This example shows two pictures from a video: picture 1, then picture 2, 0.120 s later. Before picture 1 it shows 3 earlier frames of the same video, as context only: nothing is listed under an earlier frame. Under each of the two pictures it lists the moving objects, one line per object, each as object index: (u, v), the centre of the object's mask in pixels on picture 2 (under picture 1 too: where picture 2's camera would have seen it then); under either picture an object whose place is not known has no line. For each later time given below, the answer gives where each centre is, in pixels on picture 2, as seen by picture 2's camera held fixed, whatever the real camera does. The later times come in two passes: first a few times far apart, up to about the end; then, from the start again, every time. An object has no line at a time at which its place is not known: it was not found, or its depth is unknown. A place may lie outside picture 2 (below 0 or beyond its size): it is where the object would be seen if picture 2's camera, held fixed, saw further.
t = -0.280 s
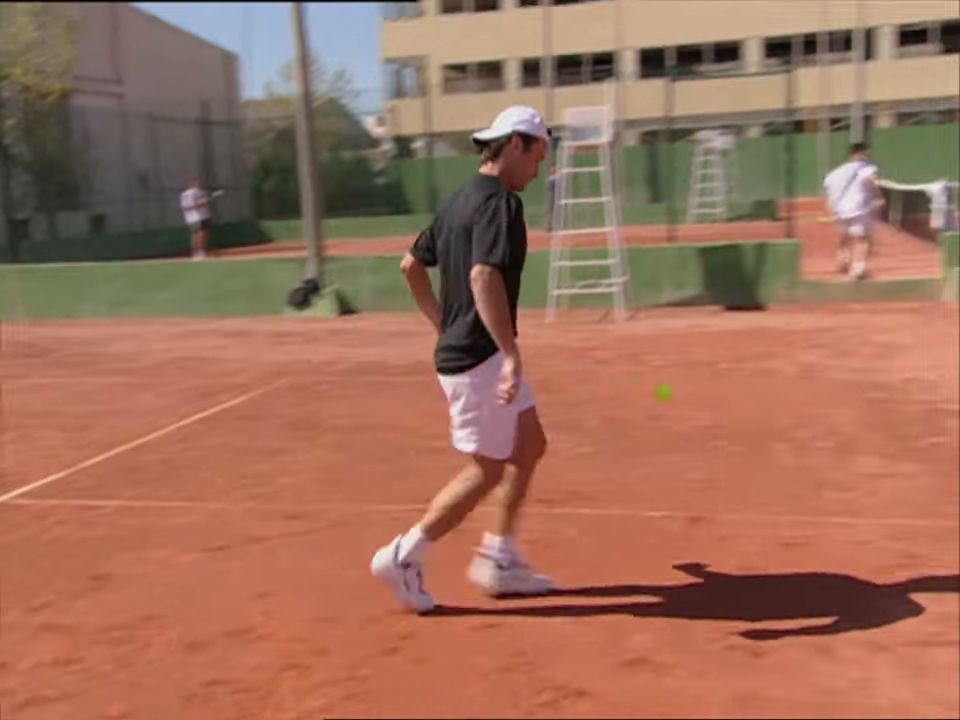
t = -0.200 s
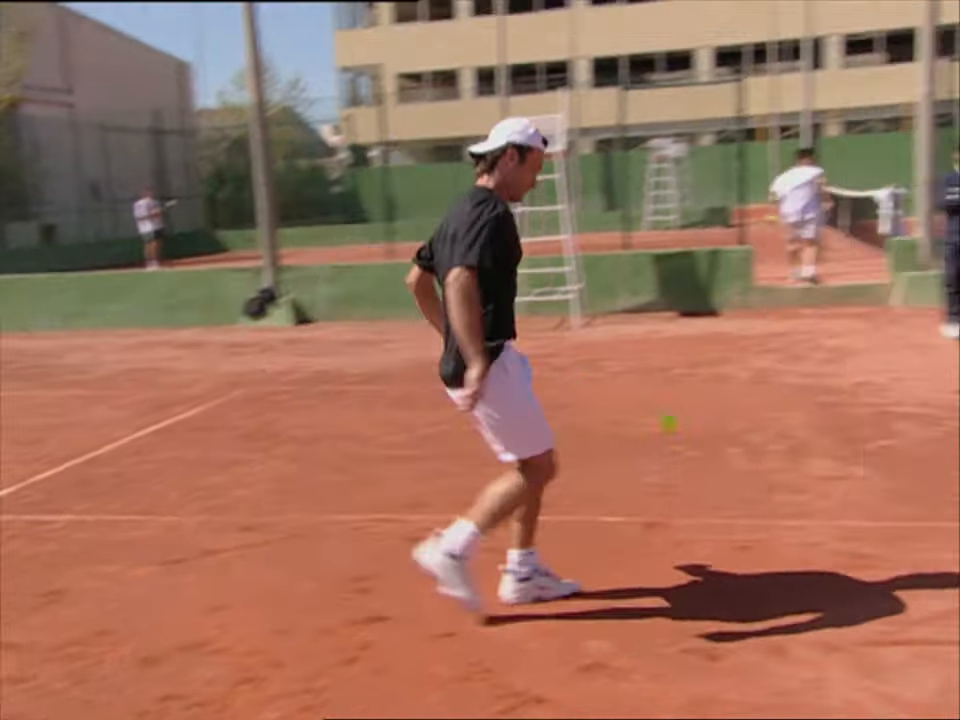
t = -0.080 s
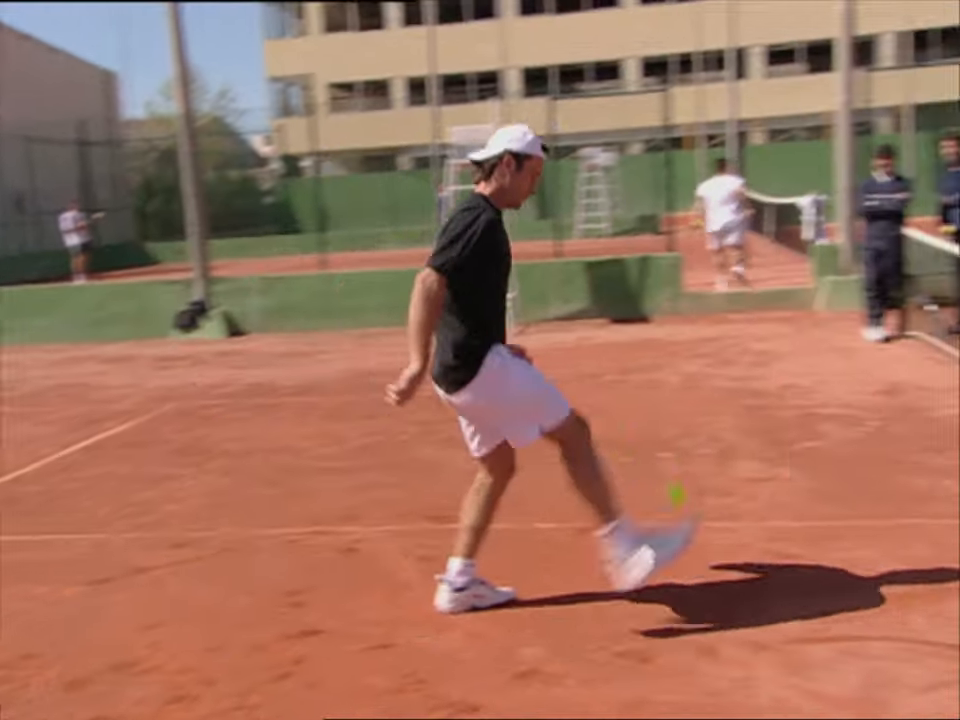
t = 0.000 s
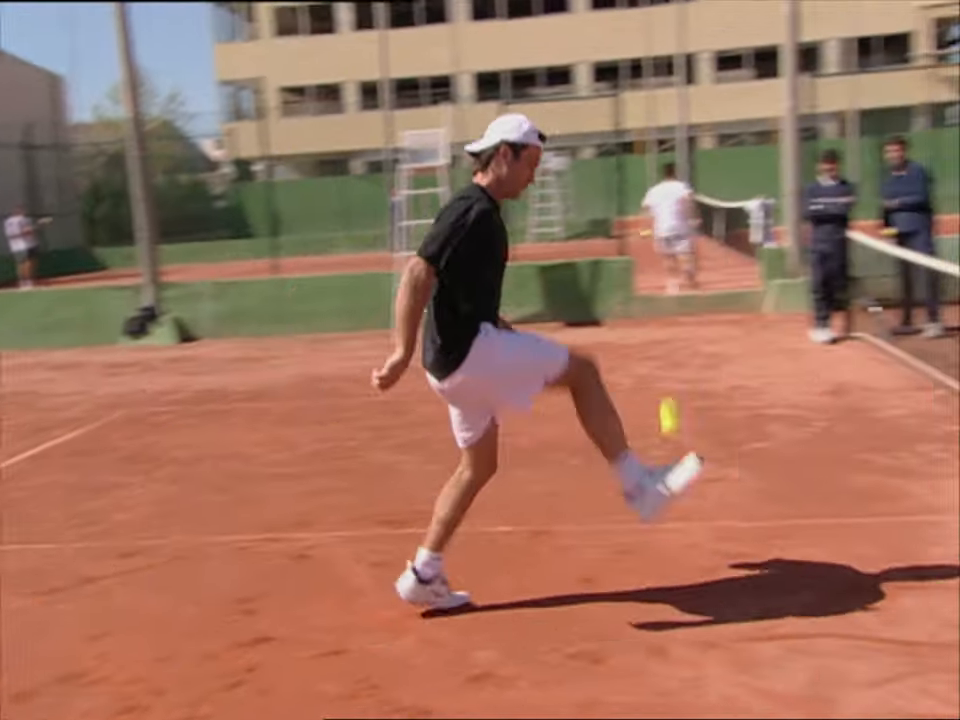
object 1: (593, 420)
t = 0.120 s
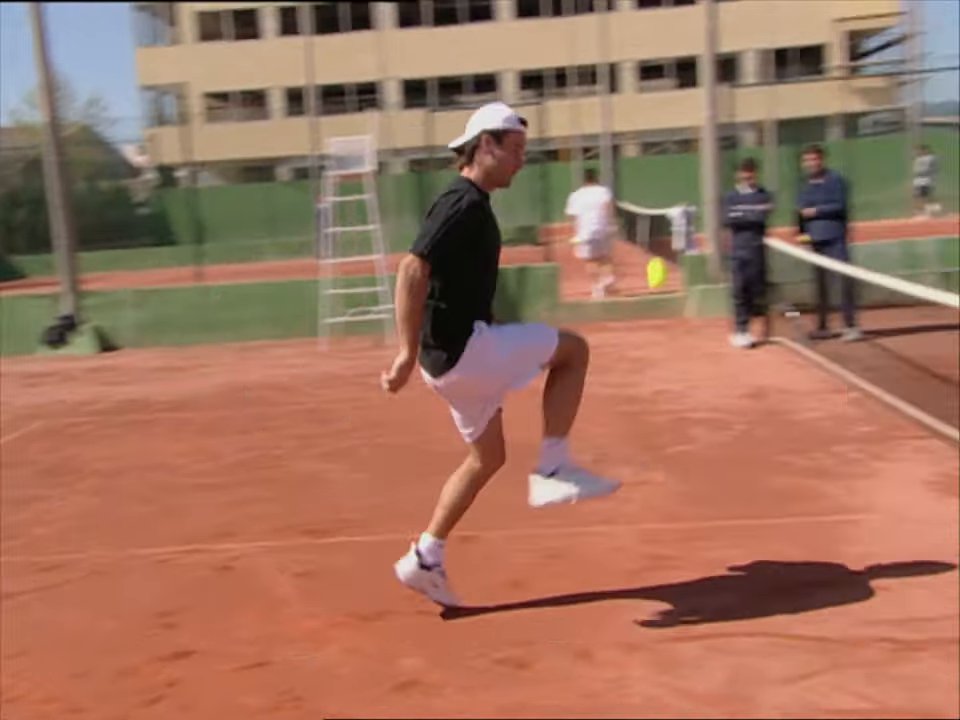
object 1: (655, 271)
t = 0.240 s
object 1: (725, 154)
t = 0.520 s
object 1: (910, 26)
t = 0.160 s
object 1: (678, 229)
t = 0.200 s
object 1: (700, 190)
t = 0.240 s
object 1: (725, 154)
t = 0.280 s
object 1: (748, 123)
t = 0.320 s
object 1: (773, 93)
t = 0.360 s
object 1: (802, 70)
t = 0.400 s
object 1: (827, 52)
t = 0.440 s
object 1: (854, 39)
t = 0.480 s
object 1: (881, 30)
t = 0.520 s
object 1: (910, 26)
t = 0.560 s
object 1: (940, 27)
